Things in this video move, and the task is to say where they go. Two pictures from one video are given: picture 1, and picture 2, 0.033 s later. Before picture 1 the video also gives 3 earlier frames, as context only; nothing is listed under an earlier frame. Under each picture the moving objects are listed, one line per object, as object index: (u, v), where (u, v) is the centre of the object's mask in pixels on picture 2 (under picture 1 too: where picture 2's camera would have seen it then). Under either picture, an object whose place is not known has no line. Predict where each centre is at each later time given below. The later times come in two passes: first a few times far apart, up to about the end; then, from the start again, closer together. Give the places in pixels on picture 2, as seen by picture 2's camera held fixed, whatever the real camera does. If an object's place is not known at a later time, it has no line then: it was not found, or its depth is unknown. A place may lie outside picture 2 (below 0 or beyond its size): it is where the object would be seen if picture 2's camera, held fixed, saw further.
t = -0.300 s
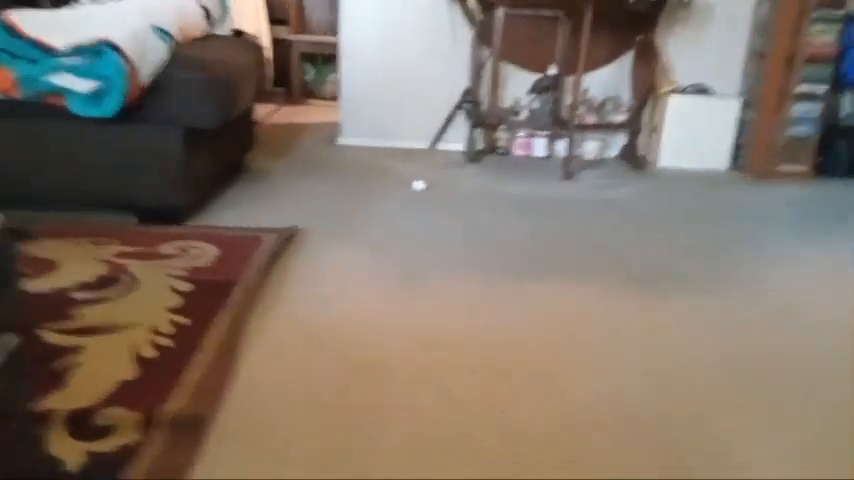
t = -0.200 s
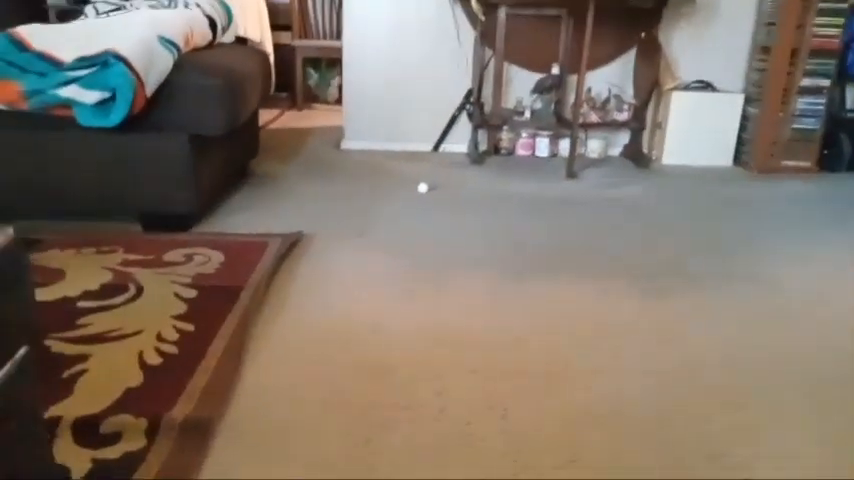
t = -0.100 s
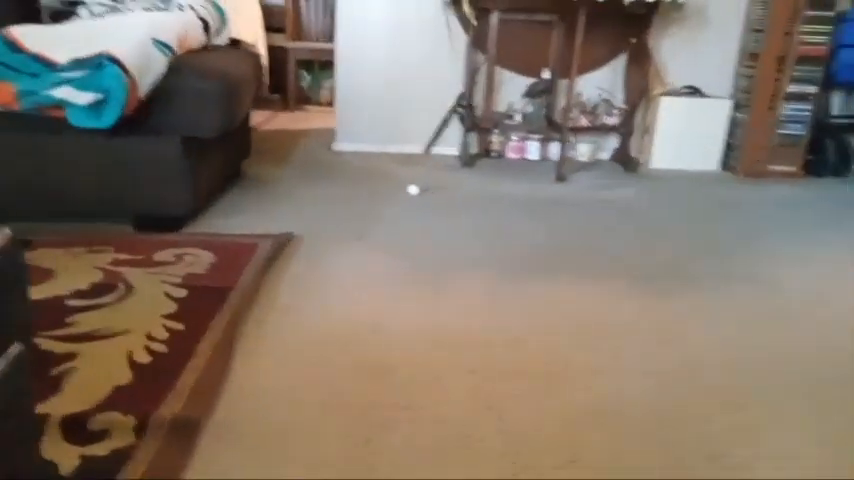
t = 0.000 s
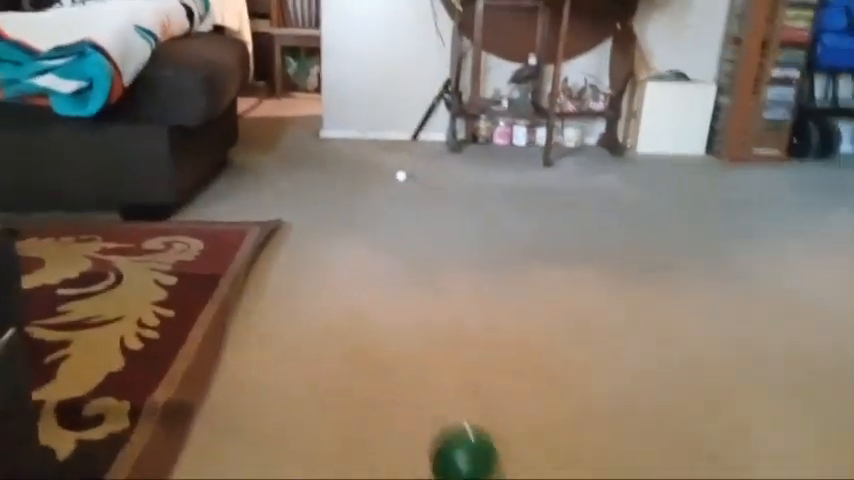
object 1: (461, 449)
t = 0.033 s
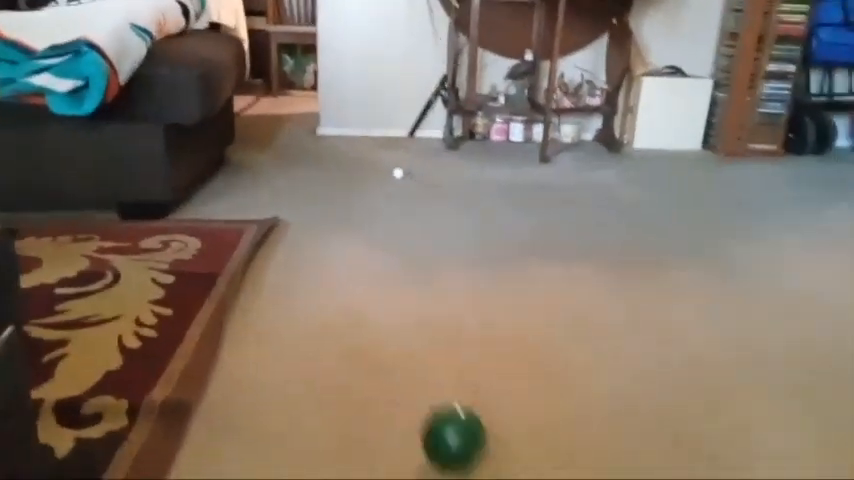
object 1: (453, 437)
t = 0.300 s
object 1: (416, 334)
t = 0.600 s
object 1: (393, 272)
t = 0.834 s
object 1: (382, 239)
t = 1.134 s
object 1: (375, 215)
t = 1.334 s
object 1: (369, 204)
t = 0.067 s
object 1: (446, 421)
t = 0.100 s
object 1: (440, 403)
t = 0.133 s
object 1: (435, 389)
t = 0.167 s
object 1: (432, 376)
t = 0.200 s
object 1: (428, 364)
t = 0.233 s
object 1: (424, 353)
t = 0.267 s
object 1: (419, 344)
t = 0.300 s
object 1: (416, 334)
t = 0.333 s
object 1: (412, 325)
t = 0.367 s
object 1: (409, 317)
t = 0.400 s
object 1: (406, 309)
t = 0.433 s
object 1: (403, 302)
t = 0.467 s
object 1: (400, 294)
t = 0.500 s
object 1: (398, 288)
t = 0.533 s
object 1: (396, 282)
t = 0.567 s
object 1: (394, 277)
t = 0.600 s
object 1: (393, 272)
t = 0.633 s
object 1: (391, 267)
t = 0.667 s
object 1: (389, 262)
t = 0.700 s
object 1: (388, 258)
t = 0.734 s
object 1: (386, 253)
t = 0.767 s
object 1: (384, 246)
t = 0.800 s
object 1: (383, 242)
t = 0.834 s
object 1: (382, 239)
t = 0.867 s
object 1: (381, 236)
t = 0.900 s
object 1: (380, 233)
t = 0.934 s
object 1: (379, 230)
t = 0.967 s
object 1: (379, 227)
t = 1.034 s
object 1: (377, 222)
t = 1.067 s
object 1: (376, 220)
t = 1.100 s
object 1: (375, 218)
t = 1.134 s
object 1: (375, 215)
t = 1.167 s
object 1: (374, 213)
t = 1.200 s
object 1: (373, 211)
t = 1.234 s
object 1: (372, 209)
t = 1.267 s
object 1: (371, 207)
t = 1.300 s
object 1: (370, 205)
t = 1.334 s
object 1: (369, 204)
